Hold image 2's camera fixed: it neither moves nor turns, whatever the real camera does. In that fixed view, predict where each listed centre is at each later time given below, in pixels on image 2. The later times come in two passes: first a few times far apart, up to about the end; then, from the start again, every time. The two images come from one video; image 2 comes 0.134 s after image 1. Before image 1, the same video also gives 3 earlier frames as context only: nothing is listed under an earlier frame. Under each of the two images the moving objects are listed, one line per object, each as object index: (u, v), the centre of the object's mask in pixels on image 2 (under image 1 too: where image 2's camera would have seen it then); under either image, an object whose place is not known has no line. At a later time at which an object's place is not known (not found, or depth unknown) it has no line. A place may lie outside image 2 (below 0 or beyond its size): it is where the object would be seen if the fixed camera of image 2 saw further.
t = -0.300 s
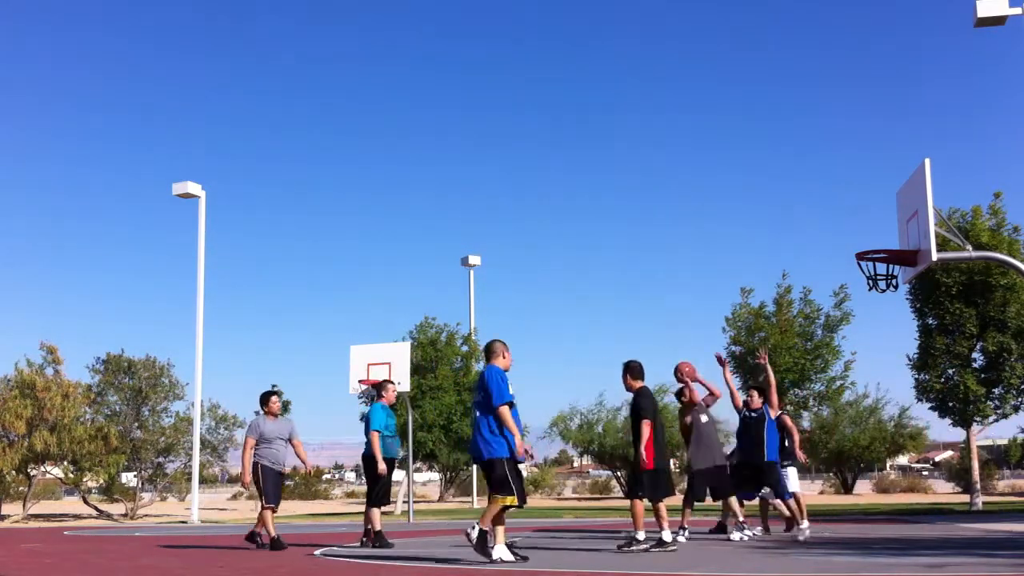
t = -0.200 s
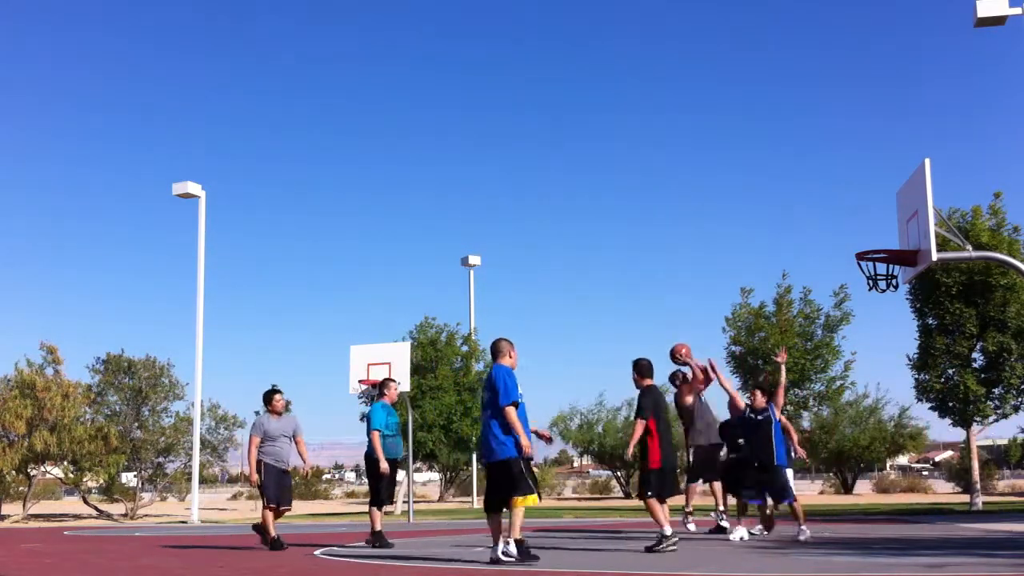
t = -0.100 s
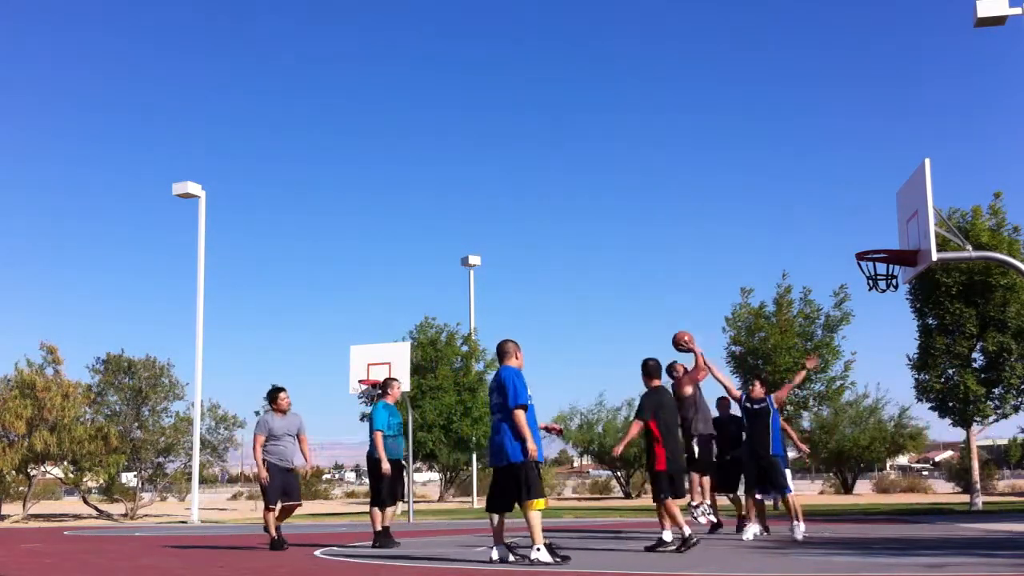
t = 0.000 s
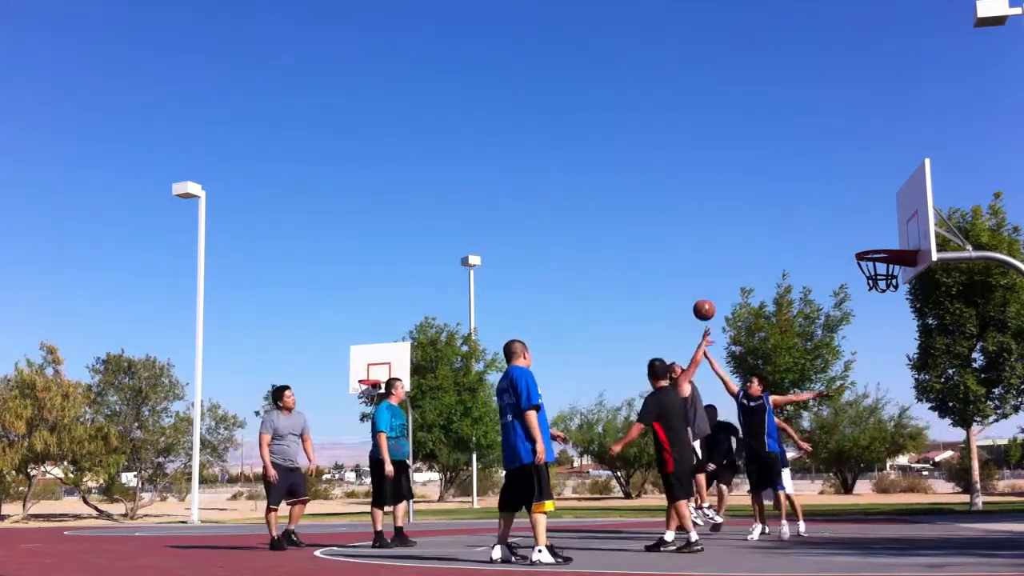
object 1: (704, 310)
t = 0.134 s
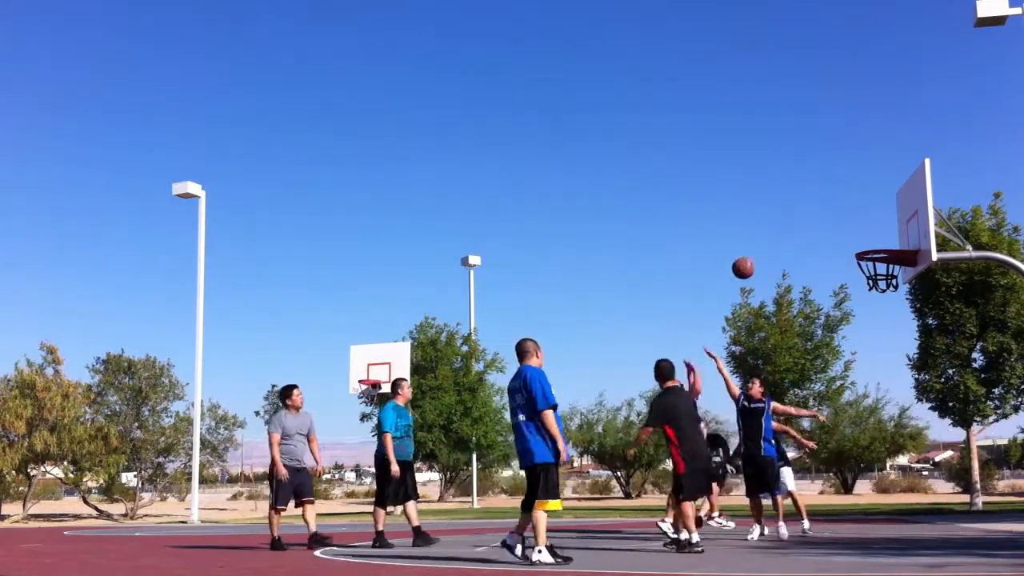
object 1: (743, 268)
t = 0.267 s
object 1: (783, 242)
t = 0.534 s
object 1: (866, 235)
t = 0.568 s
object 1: (877, 238)
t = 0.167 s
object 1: (752, 260)
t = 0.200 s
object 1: (762, 253)
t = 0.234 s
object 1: (772, 247)
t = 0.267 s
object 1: (783, 242)
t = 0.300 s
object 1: (793, 238)
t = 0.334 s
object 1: (803, 234)
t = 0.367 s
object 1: (813, 232)
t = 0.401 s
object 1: (824, 230)
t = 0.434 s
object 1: (834, 230)
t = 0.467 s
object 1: (845, 231)
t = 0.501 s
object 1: (855, 232)
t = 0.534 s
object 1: (866, 235)
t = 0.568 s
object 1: (877, 238)
